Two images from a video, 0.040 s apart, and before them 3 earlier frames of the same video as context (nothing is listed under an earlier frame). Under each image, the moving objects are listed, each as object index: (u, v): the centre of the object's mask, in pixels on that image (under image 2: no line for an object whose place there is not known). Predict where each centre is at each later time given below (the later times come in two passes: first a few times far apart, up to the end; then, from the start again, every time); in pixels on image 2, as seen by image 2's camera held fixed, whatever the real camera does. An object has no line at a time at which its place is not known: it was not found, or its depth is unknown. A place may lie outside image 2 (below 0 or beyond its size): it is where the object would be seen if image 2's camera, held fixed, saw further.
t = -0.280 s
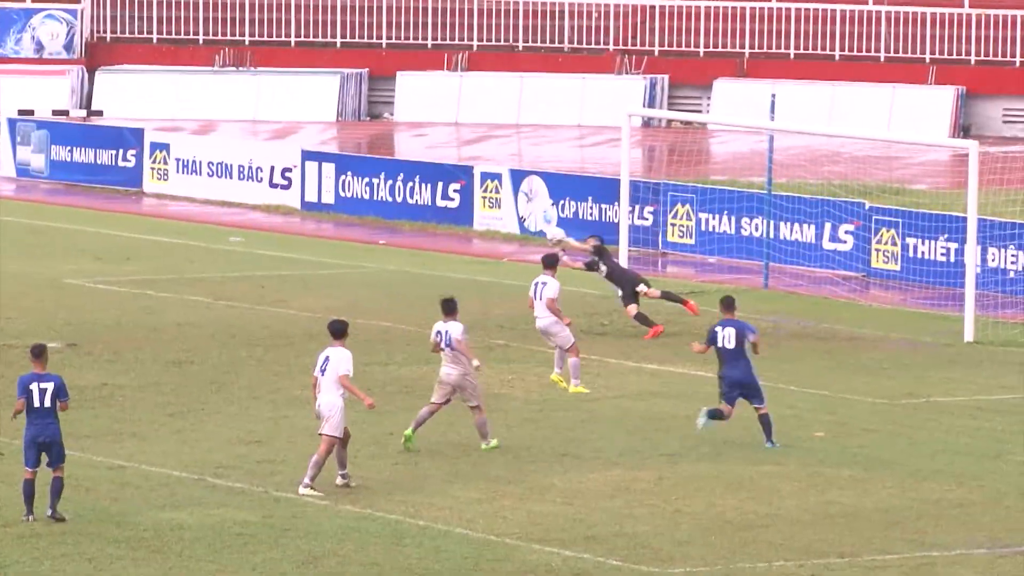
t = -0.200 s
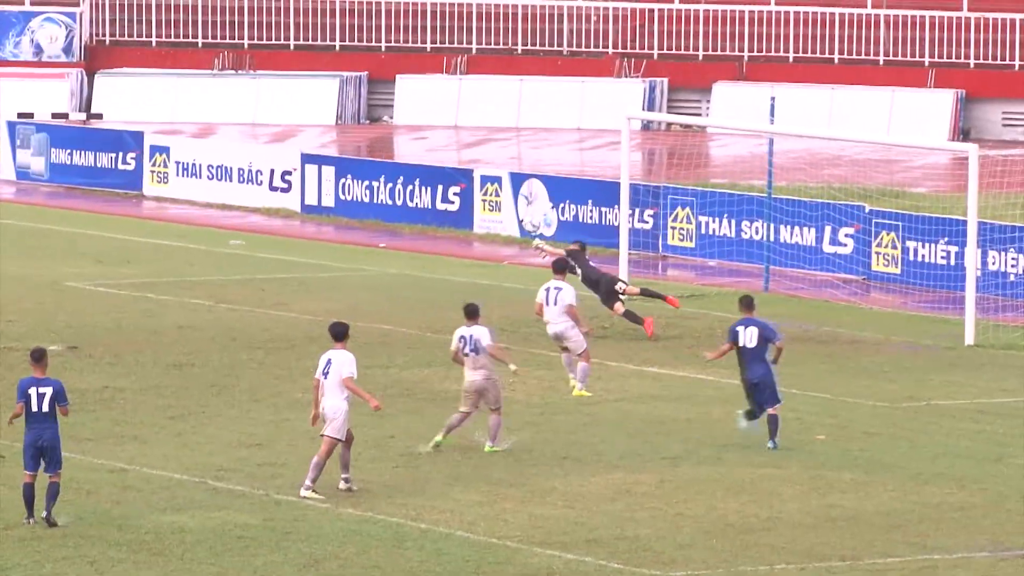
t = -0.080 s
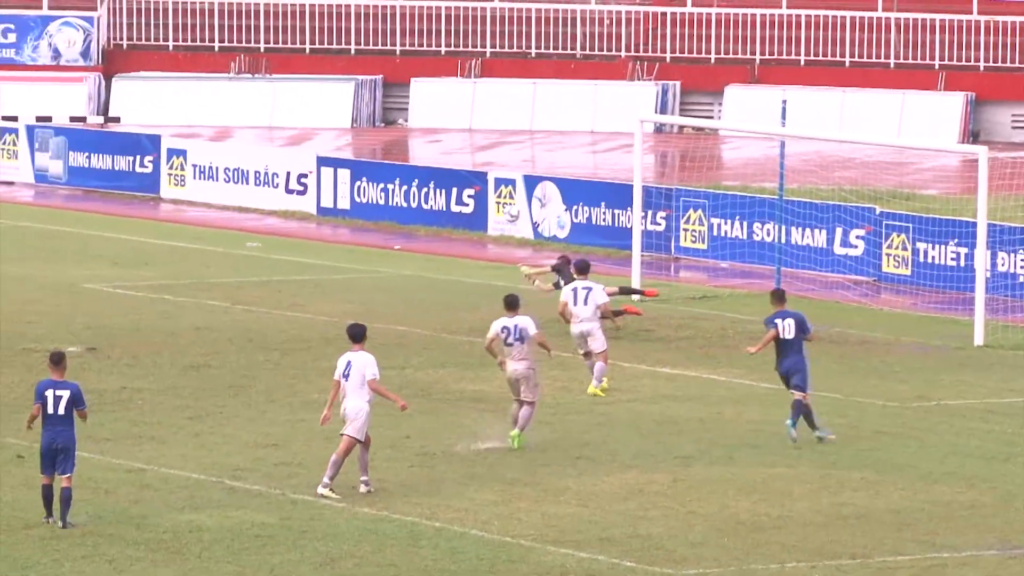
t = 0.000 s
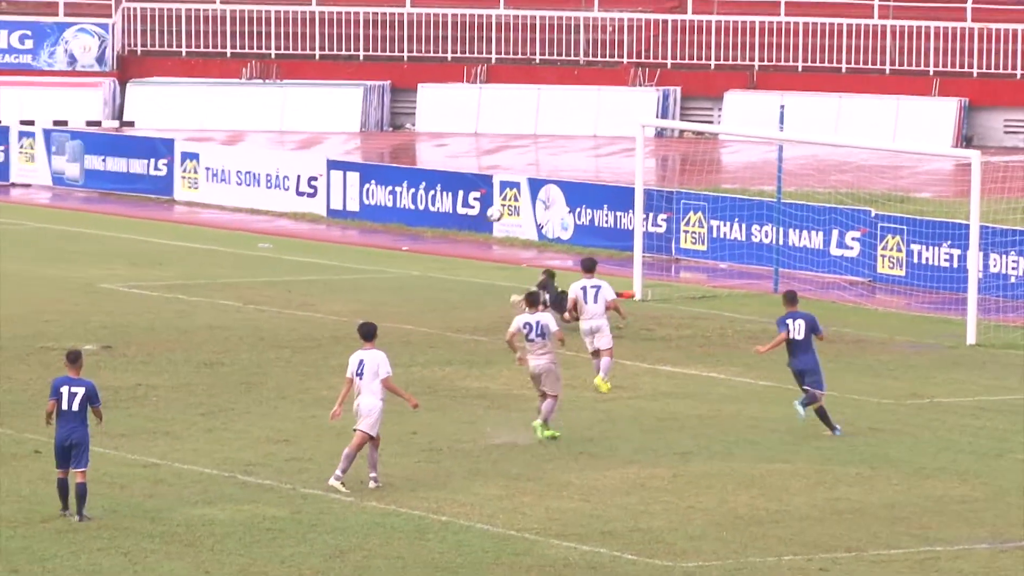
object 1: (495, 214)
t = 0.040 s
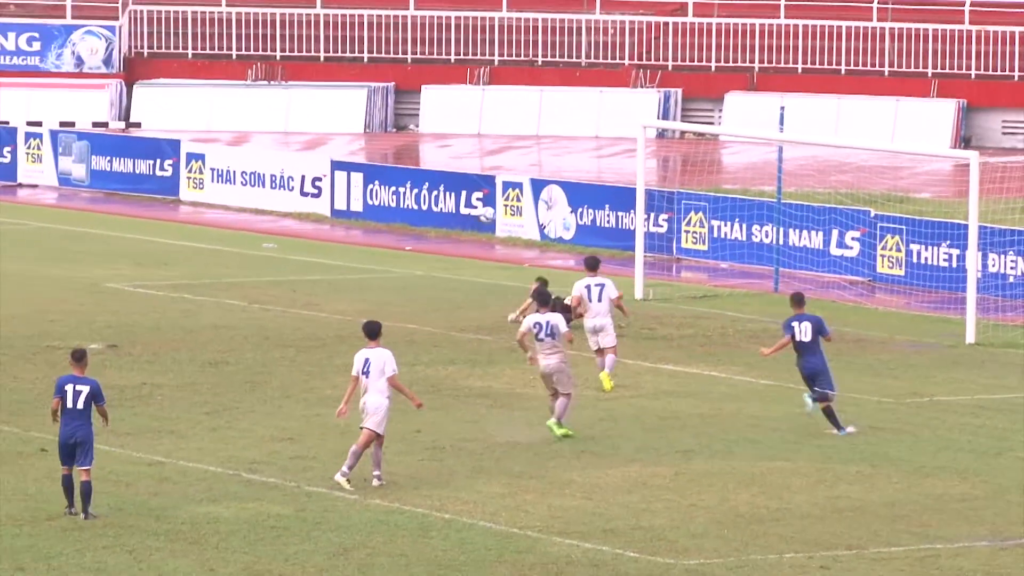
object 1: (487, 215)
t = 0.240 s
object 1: (440, 239)
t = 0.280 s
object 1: (429, 245)
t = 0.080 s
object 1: (478, 216)
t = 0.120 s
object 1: (470, 219)
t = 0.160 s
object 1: (461, 222)
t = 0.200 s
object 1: (451, 233)
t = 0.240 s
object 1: (440, 239)
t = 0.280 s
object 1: (429, 245)
